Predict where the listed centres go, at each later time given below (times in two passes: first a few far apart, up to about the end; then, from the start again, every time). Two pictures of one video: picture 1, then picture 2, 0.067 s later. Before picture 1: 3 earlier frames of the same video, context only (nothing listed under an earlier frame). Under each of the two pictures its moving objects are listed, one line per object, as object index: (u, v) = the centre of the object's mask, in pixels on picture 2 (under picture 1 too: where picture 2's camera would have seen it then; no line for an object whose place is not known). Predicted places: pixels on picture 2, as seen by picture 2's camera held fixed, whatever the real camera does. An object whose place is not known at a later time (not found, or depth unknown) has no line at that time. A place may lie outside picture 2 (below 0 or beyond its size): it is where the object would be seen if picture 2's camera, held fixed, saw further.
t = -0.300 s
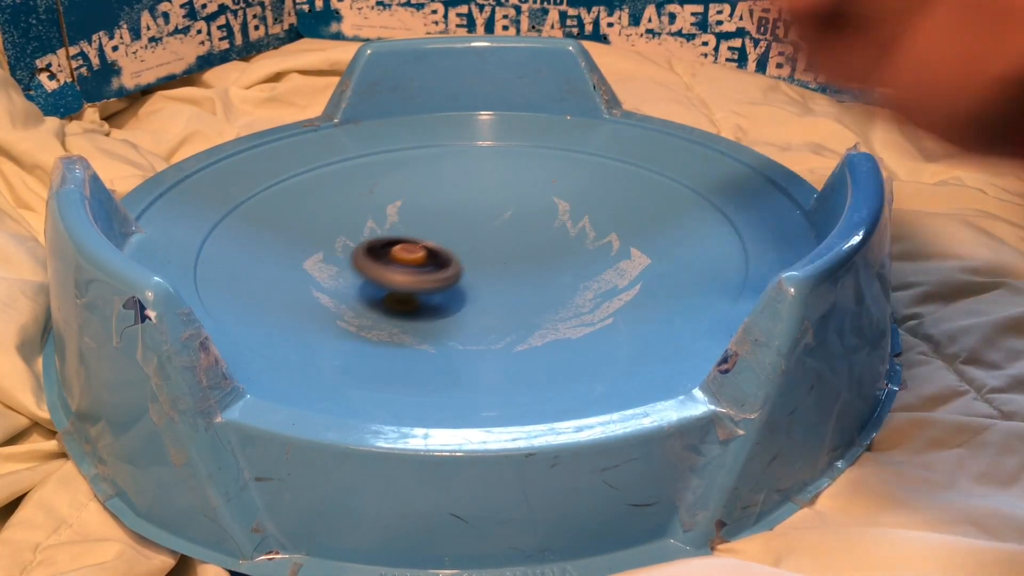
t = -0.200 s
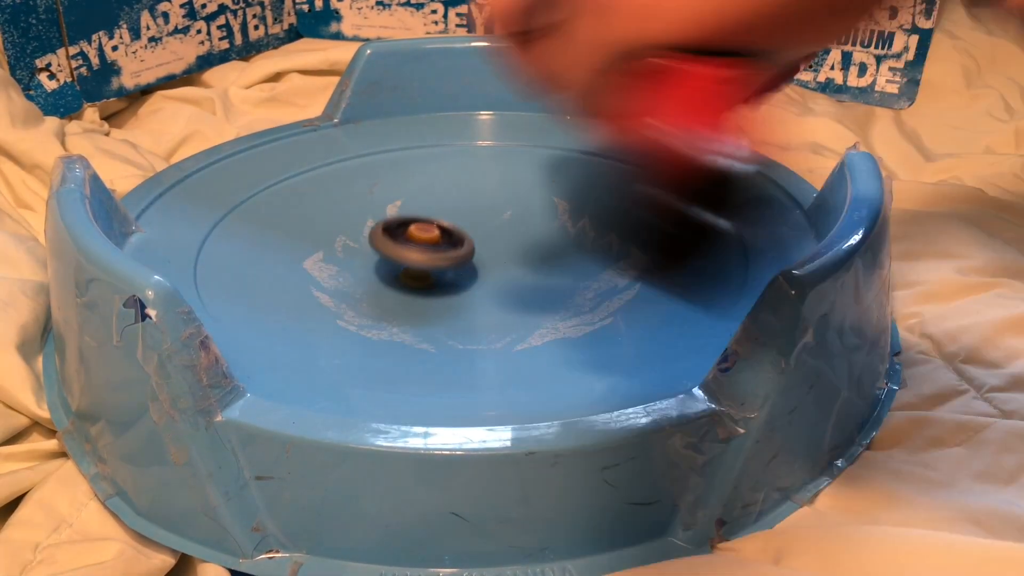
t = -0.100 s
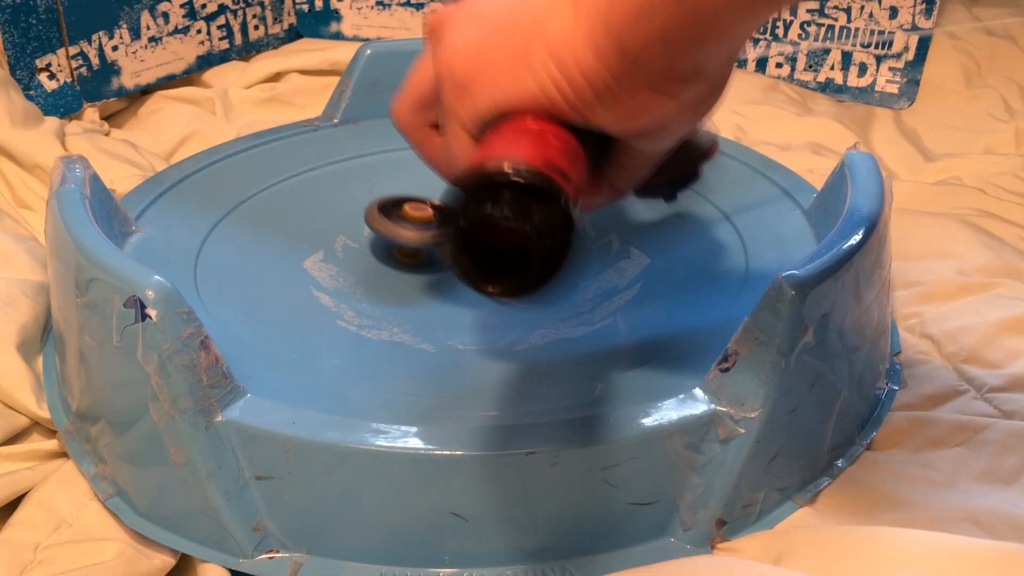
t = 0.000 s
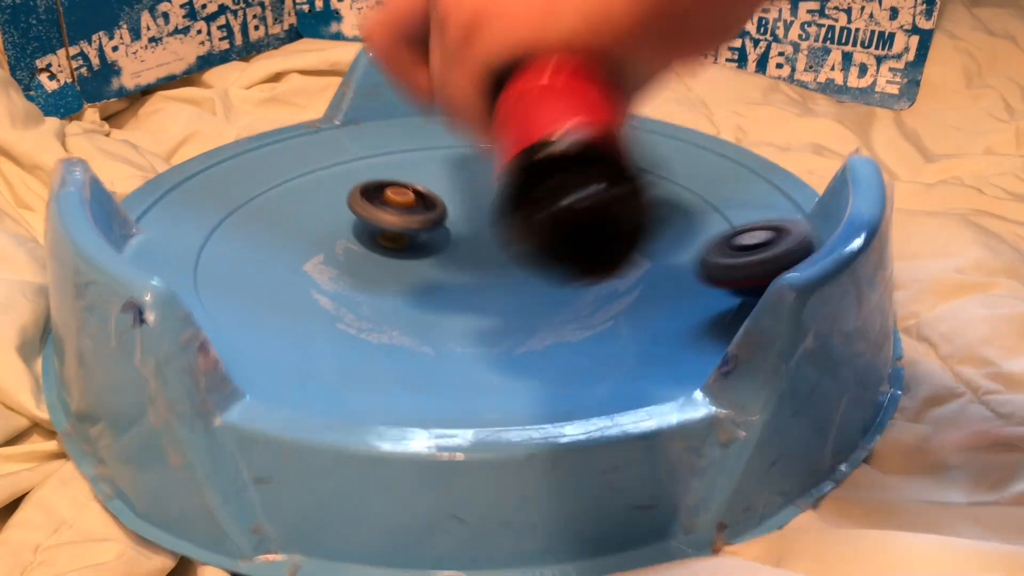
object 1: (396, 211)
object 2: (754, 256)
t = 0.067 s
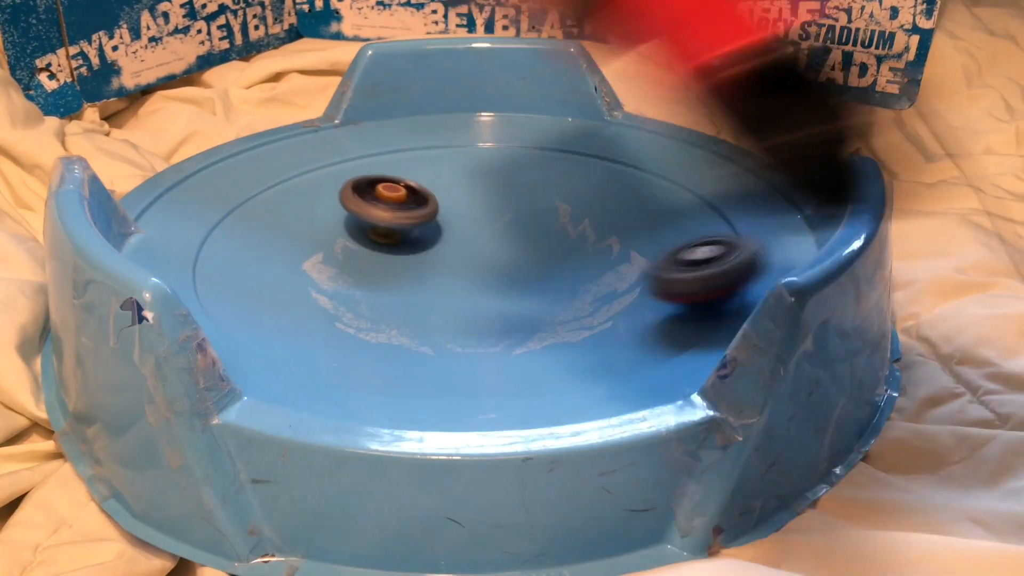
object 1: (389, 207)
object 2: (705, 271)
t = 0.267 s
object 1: (368, 217)
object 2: (517, 224)
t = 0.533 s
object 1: (395, 230)
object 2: (450, 114)
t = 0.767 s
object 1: (426, 204)
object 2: (512, 175)
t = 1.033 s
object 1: (395, 189)
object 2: (581, 235)
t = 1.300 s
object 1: (260, 179)
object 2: (601, 198)
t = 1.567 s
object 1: (227, 225)
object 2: (581, 256)
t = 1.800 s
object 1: (441, 305)
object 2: (290, 206)
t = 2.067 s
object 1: (602, 231)
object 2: (330, 102)
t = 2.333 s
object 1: (513, 171)
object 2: (412, 186)
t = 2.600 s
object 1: (536, 154)
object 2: (282, 230)
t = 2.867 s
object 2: (284, 192)
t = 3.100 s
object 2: (446, 178)
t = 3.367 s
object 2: (609, 227)
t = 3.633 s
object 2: (263, 307)
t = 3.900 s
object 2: (255, 165)
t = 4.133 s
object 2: (613, 154)
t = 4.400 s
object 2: (583, 360)
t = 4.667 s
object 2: (340, 239)
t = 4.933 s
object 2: (616, 127)
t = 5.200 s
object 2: (688, 245)
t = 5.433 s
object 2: (480, 319)
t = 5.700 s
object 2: (417, 203)
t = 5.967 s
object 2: (657, 120)
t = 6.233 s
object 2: (674, 255)
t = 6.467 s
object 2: (470, 355)
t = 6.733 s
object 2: (167, 241)
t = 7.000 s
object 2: (416, 302)
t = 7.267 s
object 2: (566, 251)
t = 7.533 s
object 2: (572, 297)
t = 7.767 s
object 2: (371, 260)
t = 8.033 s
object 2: (541, 151)
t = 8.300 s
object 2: (720, 238)
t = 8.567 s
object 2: (354, 308)
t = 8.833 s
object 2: (277, 163)
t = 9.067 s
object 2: (531, 139)
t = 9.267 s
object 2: (657, 244)
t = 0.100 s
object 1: (384, 207)
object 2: (672, 271)
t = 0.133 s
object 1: (380, 207)
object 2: (635, 269)
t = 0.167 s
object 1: (377, 208)
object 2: (602, 263)
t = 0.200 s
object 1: (374, 210)
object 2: (570, 253)
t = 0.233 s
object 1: (371, 213)
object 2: (542, 240)
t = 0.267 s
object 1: (368, 217)
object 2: (517, 224)
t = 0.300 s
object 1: (368, 218)
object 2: (496, 206)
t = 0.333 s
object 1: (368, 222)
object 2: (479, 187)
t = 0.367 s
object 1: (371, 226)
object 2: (466, 169)
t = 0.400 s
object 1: (374, 228)
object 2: (458, 152)
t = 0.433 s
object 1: (379, 230)
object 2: (451, 138)
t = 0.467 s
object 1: (383, 231)
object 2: (448, 125)
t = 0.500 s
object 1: (389, 231)
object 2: (448, 116)
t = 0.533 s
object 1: (395, 230)
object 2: (450, 114)
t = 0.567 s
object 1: (402, 226)
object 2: (453, 117)
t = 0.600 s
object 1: (409, 224)
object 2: (459, 124)
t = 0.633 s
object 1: (415, 221)
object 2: (466, 131)
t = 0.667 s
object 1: (419, 216)
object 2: (475, 140)
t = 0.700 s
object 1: (424, 212)
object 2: (486, 151)
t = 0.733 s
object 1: (425, 209)
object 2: (498, 163)
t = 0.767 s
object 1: (426, 204)
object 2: (512, 175)
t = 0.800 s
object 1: (425, 200)
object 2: (527, 187)
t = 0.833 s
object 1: (423, 196)
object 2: (542, 199)
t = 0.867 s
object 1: (420, 192)
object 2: (556, 208)
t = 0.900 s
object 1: (416, 190)
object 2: (569, 216)
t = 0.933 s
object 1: (411, 188)
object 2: (579, 222)
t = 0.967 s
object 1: (405, 187)
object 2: (584, 228)
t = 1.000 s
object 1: (400, 187)
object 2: (585, 232)
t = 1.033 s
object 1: (395, 189)
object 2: (581, 235)
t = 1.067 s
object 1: (391, 189)
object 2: (571, 237)
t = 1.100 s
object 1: (390, 193)
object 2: (556, 237)
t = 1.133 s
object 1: (389, 195)
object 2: (539, 235)
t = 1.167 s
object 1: (391, 196)
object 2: (520, 230)
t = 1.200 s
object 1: (397, 201)
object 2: (501, 223)
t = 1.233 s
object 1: (365, 194)
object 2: (522, 210)
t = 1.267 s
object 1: (309, 187)
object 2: (566, 203)
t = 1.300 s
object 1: (260, 179)
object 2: (601, 198)
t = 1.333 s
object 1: (223, 169)
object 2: (626, 191)
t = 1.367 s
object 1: (192, 164)
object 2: (645, 189)
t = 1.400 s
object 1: (177, 166)
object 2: (658, 190)
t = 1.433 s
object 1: (176, 174)
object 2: (663, 197)
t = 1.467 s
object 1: (182, 184)
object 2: (659, 209)
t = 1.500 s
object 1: (192, 195)
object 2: (646, 223)
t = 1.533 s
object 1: (206, 208)
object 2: (620, 240)
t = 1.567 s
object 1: (227, 225)
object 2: (581, 256)
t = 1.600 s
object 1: (252, 240)
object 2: (535, 267)
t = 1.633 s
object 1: (281, 255)
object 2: (485, 272)
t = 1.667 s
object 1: (311, 268)
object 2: (435, 270)
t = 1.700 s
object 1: (342, 264)
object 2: (410, 255)
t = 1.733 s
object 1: (369, 272)
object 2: (340, 228)
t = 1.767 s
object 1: (404, 302)
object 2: (316, 225)
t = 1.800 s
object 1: (441, 305)
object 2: (290, 206)
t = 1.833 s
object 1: (476, 304)
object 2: (272, 185)
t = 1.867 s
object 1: (511, 300)
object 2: (262, 165)
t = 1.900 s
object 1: (540, 292)
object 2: (268, 144)
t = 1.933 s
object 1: (564, 281)
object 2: (280, 138)
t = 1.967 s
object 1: (583, 269)
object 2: (293, 128)
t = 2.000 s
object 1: (595, 257)
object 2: (307, 118)
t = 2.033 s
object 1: (601, 244)
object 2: (321, 107)
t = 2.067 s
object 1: (602, 231)
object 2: (330, 102)
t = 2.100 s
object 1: (598, 219)
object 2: (337, 116)
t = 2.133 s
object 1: (591, 208)
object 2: (343, 124)
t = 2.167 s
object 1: (581, 198)
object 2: (350, 133)
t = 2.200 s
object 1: (569, 189)
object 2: (360, 146)
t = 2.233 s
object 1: (556, 182)
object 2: (371, 155)
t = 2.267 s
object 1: (542, 178)
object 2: (383, 165)
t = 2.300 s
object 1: (528, 174)
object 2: (398, 177)
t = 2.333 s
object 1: (513, 171)
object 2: (412, 186)
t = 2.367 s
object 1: (518, 165)
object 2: (406, 197)
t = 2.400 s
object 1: (536, 159)
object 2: (383, 207)
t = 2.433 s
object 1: (547, 154)
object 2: (362, 216)
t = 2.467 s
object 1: (553, 152)
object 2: (342, 222)
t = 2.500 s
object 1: (554, 151)
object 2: (324, 227)
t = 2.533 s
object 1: (551, 152)
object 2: (308, 230)
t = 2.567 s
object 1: (544, 153)
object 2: (294, 231)
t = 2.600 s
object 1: (536, 154)
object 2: (282, 230)
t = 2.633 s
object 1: (526, 156)
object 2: (274, 229)
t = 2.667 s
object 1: (515, 158)
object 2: (268, 226)
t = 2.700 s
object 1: (502, 161)
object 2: (266, 222)
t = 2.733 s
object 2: (265, 217)
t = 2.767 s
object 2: (267, 212)
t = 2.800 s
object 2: (271, 206)
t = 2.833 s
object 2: (277, 199)
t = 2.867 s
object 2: (284, 192)
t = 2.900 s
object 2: (293, 184)
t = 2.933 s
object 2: (305, 176)
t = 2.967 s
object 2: (323, 169)
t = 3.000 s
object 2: (348, 165)
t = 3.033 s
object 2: (376, 165)
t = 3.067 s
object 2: (409, 170)
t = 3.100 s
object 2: (446, 178)
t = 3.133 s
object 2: (480, 187)
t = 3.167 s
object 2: (511, 193)
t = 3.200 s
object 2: (534, 187)
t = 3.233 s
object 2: (554, 186)
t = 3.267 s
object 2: (572, 189)
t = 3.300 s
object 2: (588, 198)
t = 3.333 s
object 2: (601, 211)
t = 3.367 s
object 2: (609, 227)
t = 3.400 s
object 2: (606, 244)
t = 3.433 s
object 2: (591, 266)
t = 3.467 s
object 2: (563, 281)
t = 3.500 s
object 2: (514, 293)
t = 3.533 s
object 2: (456, 311)
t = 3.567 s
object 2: (394, 317)
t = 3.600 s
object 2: (328, 314)
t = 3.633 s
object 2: (263, 307)
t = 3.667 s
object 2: (219, 283)
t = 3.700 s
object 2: (189, 266)
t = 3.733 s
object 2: (176, 252)
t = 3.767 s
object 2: (166, 233)
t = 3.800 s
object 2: (172, 213)
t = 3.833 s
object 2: (191, 193)
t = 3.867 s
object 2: (219, 177)
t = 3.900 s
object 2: (255, 165)
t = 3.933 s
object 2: (298, 158)
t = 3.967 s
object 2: (346, 149)
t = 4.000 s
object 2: (398, 146)
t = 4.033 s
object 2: (450, 144)
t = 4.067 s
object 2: (505, 145)
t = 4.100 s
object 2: (559, 149)
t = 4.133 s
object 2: (613, 154)
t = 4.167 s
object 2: (663, 163)
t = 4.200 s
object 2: (712, 174)
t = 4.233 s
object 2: (744, 194)
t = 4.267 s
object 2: (769, 221)
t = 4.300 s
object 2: (757, 251)
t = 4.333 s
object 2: (720, 291)
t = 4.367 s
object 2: (666, 330)
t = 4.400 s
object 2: (583, 360)
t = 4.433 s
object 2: (489, 380)
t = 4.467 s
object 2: (386, 377)
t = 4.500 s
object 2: (306, 367)
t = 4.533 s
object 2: (283, 327)
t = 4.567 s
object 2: (294, 305)
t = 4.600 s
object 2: (306, 293)
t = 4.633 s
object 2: (319, 265)
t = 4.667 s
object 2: (340, 239)
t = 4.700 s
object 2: (368, 215)
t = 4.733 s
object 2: (399, 192)
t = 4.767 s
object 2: (433, 172)
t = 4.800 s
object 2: (469, 154)
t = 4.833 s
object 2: (508, 140)
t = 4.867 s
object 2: (546, 130)
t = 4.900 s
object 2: (584, 124)
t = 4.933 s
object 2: (616, 127)
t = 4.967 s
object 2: (652, 133)
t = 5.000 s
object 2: (690, 139)
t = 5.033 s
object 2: (730, 145)
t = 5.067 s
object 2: (771, 154)
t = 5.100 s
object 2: (788, 173)
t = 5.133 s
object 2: (760, 192)
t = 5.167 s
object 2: (728, 221)
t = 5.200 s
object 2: (688, 245)
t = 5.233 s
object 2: (648, 266)
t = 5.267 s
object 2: (598, 284)
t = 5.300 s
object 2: (564, 298)
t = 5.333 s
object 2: (528, 306)
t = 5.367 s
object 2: (512, 312)
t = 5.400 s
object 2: (497, 317)
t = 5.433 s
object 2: (480, 319)
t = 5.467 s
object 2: (459, 316)
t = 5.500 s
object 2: (436, 311)
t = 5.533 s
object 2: (413, 301)
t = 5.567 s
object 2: (391, 287)
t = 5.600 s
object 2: (375, 267)
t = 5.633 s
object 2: (371, 246)
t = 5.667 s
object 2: (393, 224)
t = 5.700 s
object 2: (417, 203)
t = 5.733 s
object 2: (443, 182)
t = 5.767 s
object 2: (471, 162)
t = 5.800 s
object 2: (501, 144)
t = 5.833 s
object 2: (535, 130)
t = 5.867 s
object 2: (567, 119)
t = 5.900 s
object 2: (597, 121)
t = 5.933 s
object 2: (626, 120)
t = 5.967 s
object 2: (657, 120)
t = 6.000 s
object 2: (686, 122)
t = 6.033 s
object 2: (710, 127)
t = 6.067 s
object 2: (727, 140)
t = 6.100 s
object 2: (738, 157)
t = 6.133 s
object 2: (740, 175)
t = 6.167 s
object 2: (729, 198)
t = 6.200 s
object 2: (708, 229)
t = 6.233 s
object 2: (674, 255)
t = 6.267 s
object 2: (623, 279)
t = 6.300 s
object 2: (575, 298)
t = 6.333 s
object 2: (572, 316)
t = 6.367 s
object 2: (561, 331)
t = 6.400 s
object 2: (540, 344)
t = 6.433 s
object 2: (509, 353)
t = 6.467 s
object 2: (470, 355)
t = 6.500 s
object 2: (427, 352)
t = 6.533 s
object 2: (380, 343)
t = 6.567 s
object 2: (333, 331)
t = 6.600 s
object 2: (287, 313)
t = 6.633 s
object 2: (253, 291)
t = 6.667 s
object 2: (231, 265)
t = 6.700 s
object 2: (221, 242)
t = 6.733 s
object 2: (167, 241)
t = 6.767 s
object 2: (180, 238)
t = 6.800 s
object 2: (210, 258)
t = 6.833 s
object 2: (235, 286)
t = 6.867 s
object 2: (269, 299)
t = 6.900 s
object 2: (307, 304)
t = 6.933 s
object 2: (345, 305)
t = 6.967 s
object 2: (382, 306)
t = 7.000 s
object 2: (416, 302)
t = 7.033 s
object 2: (444, 297)
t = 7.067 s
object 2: (471, 288)
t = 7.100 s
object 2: (493, 279)
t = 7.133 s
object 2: (512, 272)
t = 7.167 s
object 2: (528, 265)
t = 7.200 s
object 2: (542, 259)
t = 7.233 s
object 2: (555, 254)
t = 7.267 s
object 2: (566, 251)
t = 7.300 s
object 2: (576, 250)
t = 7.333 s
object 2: (584, 251)
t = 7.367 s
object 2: (591, 254)
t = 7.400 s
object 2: (596, 260)
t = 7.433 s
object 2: (600, 266)
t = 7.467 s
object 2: (598, 275)
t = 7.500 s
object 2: (590, 286)
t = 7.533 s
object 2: (572, 297)
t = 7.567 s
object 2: (543, 305)
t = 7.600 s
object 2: (507, 310)
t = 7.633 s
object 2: (469, 309)
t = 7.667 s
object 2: (433, 303)
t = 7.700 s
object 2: (403, 292)
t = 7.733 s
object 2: (382, 278)
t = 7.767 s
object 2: (371, 260)
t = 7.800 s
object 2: (371, 243)
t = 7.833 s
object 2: (379, 224)
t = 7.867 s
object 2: (394, 207)
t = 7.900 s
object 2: (416, 192)
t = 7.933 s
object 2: (442, 177)
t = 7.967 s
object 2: (473, 166)
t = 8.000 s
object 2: (506, 157)
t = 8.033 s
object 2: (541, 151)
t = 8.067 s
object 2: (577, 148)
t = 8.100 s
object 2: (612, 149)
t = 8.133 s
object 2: (647, 151)
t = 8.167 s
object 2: (677, 159)
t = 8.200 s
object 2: (700, 174)
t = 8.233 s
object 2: (716, 193)
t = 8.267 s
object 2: (724, 215)
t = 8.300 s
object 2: (720, 238)
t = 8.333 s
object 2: (704, 259)
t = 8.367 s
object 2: (674, 281)
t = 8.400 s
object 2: (629, 300)
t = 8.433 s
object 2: (576, 314)
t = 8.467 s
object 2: (518, 320)
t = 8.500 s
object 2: (464, 322)
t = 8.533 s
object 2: (408, 316)
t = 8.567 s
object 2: (354, 308)
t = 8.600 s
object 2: (307, 294)
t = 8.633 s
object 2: (272, 277)
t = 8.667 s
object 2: (245, 256)
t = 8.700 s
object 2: (231, 235)
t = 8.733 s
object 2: (225, 214)
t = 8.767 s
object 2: (228, 192)
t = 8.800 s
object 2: (248, 175)
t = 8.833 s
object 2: (277, 163)
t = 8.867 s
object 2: (309, 149)
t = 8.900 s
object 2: (343, 139)
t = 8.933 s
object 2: (380, 131)
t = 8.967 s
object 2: (420, 128)
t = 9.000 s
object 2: (458, 128)
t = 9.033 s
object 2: (495, 131)
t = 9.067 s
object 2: (531, 139)
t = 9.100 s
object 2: (563, 149)
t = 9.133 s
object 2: (593, 164)
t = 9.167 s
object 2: (619, 180)
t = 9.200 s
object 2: (639, 200)
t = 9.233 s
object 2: (652, 221)
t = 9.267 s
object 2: (657, 244)
